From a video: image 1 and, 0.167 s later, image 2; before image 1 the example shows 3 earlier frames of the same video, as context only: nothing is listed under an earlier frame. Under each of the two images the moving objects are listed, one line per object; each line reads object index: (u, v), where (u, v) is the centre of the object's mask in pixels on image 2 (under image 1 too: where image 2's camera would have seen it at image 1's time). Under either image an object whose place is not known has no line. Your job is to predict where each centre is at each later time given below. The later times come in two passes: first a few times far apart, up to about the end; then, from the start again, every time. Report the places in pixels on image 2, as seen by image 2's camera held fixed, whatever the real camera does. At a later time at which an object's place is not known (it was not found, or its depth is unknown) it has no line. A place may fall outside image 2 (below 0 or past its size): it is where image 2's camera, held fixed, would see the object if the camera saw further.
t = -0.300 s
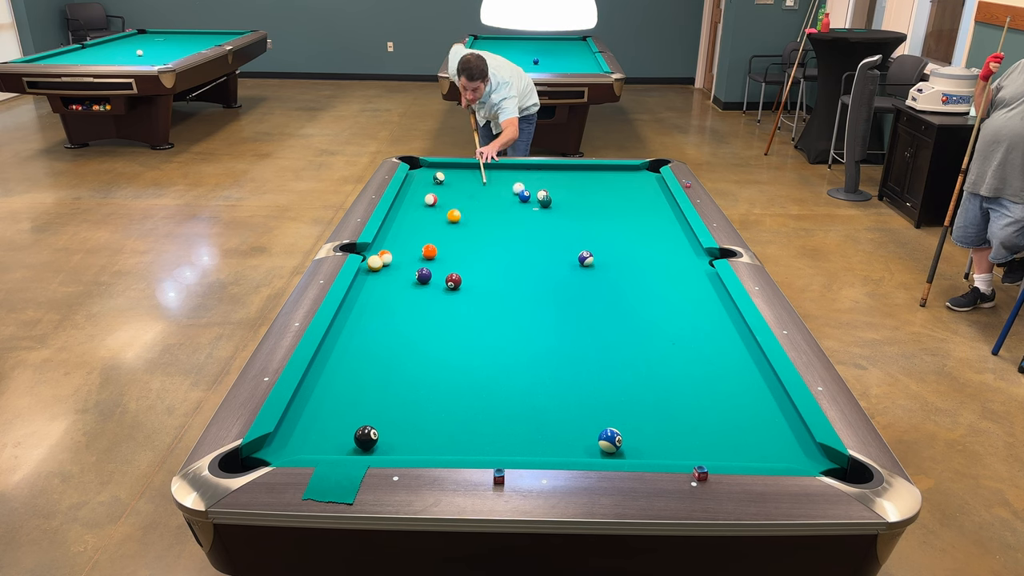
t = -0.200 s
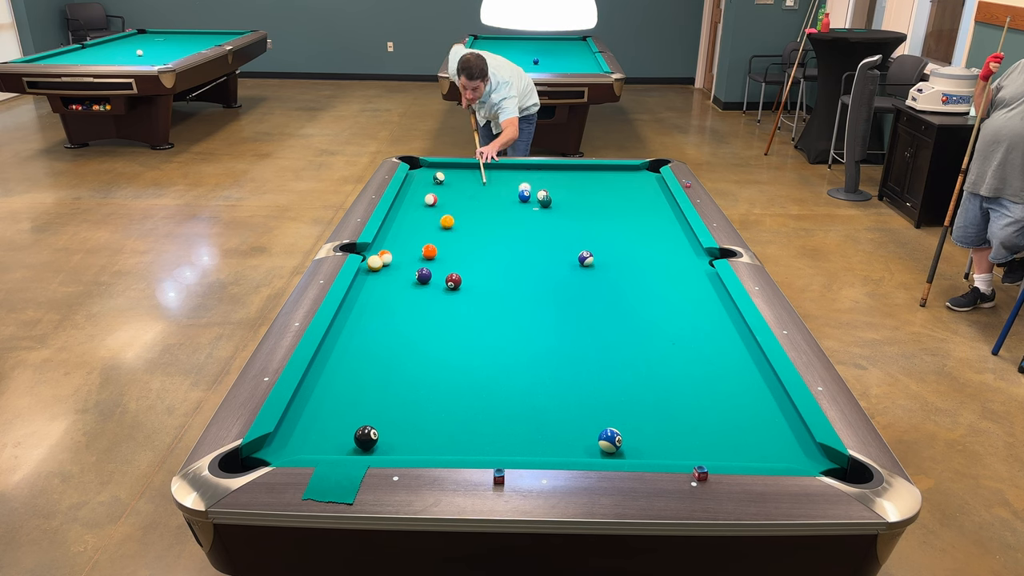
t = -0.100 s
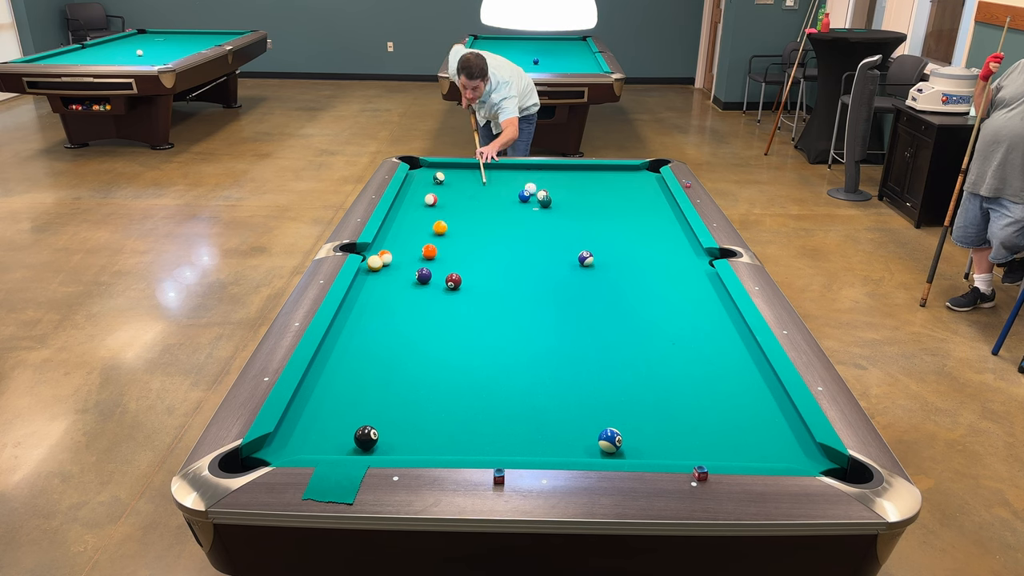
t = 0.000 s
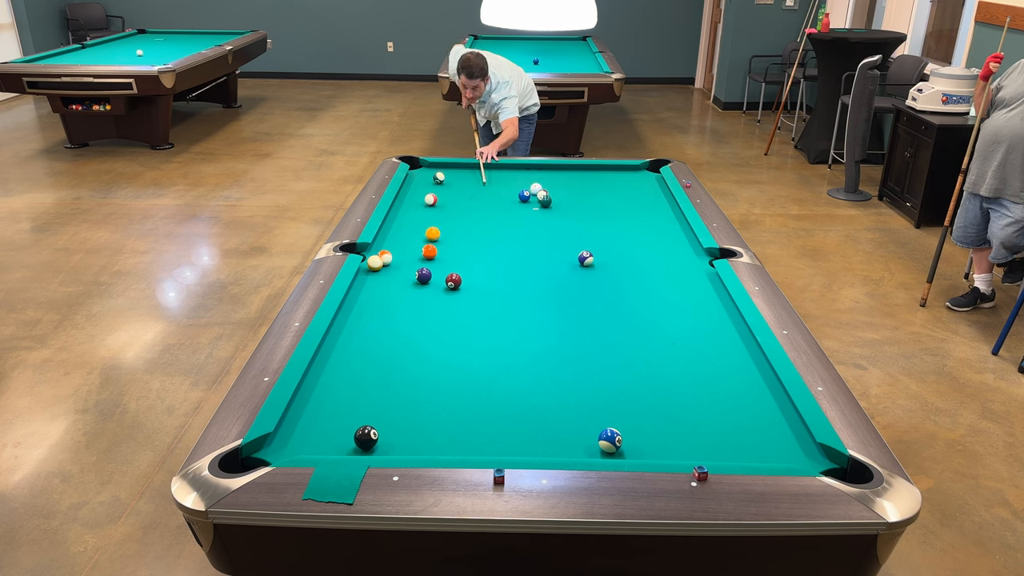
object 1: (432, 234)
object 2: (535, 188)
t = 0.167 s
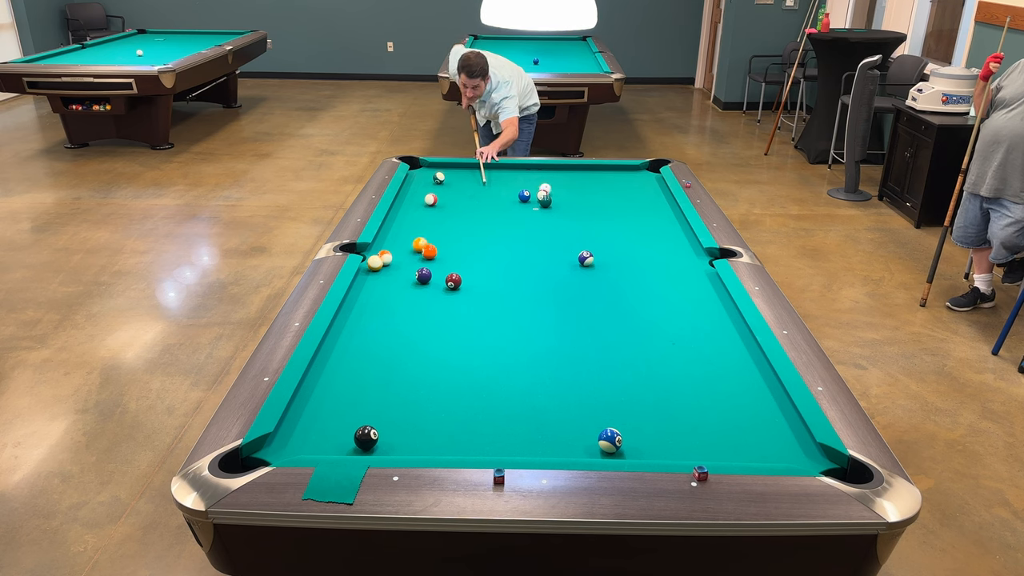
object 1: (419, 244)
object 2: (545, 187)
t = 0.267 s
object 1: (412, 252)
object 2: (550, 188)
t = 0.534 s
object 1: (389, 271)
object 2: (563, 190)
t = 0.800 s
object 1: (364, 292)
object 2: (575, 190)
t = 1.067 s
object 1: (348, 314)
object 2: (586, 190)
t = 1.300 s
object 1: (348, 332)
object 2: (595, 191)
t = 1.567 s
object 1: (347, 354)
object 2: (603, 191)
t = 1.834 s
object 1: (345, 377)
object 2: (611, 191)
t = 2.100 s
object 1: (344, 403)
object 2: (618, 191)
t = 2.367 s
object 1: (342, 430)
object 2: (623, 192)
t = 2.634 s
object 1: (337, 446)
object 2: (628, 192)
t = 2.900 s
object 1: (342, 432)
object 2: (631, 192)
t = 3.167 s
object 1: (346, 418)
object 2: (633, 193)
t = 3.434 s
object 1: (349, 405)
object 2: (634, 193)
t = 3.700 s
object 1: (353, 395)
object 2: (634, 193)
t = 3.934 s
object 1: (355, 387)
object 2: (634, 193)
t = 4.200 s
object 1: (357, 380)
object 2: (634, 193)
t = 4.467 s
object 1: (358, 374)
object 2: (634, 193)
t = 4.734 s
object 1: (359, 369)
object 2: (634, 193)
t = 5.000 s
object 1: (359, 366)
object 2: (634, 193)
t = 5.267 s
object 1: (359, 363)
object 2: (634, 193)
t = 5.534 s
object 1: (360, 362)
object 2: (634, 193)
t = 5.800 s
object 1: (360, 362)
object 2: (634, 193)
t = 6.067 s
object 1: (360, 362)
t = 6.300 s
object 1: (360, 362)
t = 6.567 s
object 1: (360, 362)
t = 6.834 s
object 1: (360, 362)
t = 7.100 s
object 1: (360, 362)
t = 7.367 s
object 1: (360, 362)
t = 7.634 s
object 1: (360, 362)
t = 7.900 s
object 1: (360, 362)
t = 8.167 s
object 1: (360, 362)
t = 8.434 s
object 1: (360, 362)
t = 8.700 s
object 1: (360, 362)
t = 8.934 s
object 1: (360, 362)
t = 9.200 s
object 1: (360, 362)
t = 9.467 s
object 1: (360, 362)
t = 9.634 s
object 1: (360, 362)
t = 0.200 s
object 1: (417, 247)
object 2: (547, 188)
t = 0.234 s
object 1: (414, 249)
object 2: (549, 188)
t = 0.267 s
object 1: (412, 252)
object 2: (550, 188)
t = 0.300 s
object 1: (409, 254)
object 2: (552, 189)
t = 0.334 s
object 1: (406, 256)
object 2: (553, 189)
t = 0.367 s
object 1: (404, 259)
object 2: (555, 189)
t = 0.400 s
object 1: (401, 261)
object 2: (557, 189)
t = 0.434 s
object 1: (398, 264)
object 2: (558, 189)
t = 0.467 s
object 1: (395, 266)
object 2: (560, 189)
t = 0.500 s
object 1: (392, 268)
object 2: (561, 190)
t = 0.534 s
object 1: (389, 271)
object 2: (563, 190)
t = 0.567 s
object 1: (386, 273)
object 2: (565, 190)
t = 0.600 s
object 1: (383, 276)
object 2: (566, 190)
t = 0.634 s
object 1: (380, 279)
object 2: (568, 190)
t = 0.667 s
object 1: (377, 281)
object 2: (569, 190)
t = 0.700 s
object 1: (374, 284)
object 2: (571, 190)
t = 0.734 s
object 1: (371, 286)
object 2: (572, 190)
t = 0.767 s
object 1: (368, 289)
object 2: (574, 190)
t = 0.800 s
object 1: (364, 292)
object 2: (575, 190)
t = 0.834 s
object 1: (361, 295)
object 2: (577, 190)
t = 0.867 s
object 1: (358, 298)
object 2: (578, 190)
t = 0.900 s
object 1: (354, 301)
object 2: (580, 190)
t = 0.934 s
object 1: (351, 303)
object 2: (581, 190)
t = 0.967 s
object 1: (348, 306)
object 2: (582, 190)
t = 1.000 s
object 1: (348, 309)
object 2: (584, 190)
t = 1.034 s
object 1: (348, 311)
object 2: (585, 190)
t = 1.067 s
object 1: (348, 314)
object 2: (586, 190)
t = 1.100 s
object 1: (348, 316)
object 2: (587, 190)
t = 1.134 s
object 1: (348, 319)
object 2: (589, 191)
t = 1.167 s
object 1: (348, 321)
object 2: (590, 191)
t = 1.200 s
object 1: (348, 324)
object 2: (591, 190)
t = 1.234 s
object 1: (348, 326)
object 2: (592, 191)
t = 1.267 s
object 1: (348, 329)
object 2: (593, 191)
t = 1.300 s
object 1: (348, 332)
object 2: (595, 191)
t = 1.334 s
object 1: (348, 334)
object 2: (596, 191)
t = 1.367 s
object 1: (347, 337)
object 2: (597, 191)
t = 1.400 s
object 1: (348, 340)
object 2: (598, 191)
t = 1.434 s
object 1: (347, 343)
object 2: (599, 191)
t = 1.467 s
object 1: (347, 346)
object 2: (600, 191)
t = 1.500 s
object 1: (347, 348)
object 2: (601, 191)
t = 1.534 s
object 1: (347, 351)
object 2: (603, 191)
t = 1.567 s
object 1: (347, 354)
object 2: (603, 191)
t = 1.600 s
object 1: (347, 357)
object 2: (605, 191)
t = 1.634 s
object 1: (346, 360)
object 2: (606, 191)
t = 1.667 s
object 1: (346, 363)
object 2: (606, 191)
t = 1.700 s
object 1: (346, 365)
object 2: (607, 191)
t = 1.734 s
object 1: (346, 369)
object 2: (608, 191)
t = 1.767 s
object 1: (346, 372)
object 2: (609, 191)
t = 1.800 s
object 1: (346, 374)
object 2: (610, 191)
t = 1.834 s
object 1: (345, 377)
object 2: (611, 191)
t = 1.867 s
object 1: (345, 381)
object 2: (612, 191)
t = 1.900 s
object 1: (345, 384)
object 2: (613, 191)
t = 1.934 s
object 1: (345, 387)
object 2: (614, 191)
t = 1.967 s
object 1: (345, 390)
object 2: (615, 191)
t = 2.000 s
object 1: (345, 393)
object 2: (615, 191)
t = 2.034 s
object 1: (344, 396)
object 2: (616, 191)
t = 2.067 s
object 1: (344, 400)
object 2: (617, 191)
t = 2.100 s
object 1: (344, 403)
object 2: (618, 191)
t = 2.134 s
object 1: (344, 406)
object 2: (618, 191)
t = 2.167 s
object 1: (344, 409)
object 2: (619, 191)
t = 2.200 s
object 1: (343, 413)
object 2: (620, 191)
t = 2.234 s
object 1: (343, 416)
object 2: (621, 191)
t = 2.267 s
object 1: (343, 419)
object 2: (621, 192)
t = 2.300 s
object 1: (343, 422)
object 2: (622, 191)
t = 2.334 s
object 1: (342, 426)
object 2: (623, 192)
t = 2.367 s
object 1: (342, 430)
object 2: (623, 192)
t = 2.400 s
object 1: (342, 433)
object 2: (624, 192)
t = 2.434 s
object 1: (341, 436)
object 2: (624, 192)
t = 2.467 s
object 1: (340, 440)
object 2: (625, 192)
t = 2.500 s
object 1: (339, 443)
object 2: (625, 192)
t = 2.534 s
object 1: (338, 445)
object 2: (626, 192)
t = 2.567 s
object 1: (337, 447)
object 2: (627, 192)
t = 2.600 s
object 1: (337, 448)
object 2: (627, 192)
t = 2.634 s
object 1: (337, 446)
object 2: (628, 192)
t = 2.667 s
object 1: (338, 445)
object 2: (628, 192)
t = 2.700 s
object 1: (338, 443)
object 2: (629, 192)
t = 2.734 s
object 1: (339, 442)
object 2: (629, 192)
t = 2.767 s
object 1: (340, 439)
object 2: (630, 192)
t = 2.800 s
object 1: (340, 438)
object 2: (630, 192)
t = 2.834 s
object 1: (341, 435)
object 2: (630, 192)
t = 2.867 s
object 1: (342, 434)
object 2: (631, 192)
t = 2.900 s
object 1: (342, 432)
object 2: (631, 192)
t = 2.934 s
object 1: (343, 430)
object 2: (631, 192)
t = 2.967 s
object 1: (343, 428)
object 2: (632, 192)
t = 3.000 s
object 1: (344, 426)
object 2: (632, 192)
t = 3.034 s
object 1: (344, 424)
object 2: (632, 192)
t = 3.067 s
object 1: (345, 423)
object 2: (633, 193)
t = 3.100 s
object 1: (345, 421)
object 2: (633, 193)
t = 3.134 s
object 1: (346, 419)
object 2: (633, 193)
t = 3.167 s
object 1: (346, 418)
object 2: (633, 193)
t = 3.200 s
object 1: (346, 416)
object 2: (633, 193)
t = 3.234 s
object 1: (347, 414)
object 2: (634, 193)
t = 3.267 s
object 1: (347, 413)
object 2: (634, 193)
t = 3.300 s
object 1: (348, 411)
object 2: (634, 193)
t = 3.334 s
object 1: (348, 410)
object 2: (634, 193)
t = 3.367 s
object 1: (348, 408)
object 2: (634, 193)
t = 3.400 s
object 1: (349, 407)
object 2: (634, 193)
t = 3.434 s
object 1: (349, 405)
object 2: (634, 193)
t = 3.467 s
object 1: (350, 404)
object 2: (634, 193)
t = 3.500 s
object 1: (350, 402)
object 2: (634, 193)
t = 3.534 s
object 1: (351, 401)
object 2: (634, 193)
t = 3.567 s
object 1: (351, 400)
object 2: (634, 193)
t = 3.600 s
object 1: (352, 399)
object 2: (634, 193)
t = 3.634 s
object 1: (352, 397)
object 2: (634, 193)
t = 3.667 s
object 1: (353, 396)
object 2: (634, 193)
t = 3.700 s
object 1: (353, 395)
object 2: (634, 193)
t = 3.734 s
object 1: (354, 394)
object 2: (634, 193)
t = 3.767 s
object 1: (354, 393)
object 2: (634, 193)
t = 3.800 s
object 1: (354, 391)
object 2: (634, 193)
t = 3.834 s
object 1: (354, 391)
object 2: (634, 193)
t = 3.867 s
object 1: (355, 389)
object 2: (634, 193)
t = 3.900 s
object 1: (355, 388)
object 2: (634, 193)
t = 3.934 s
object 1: (355, 387)
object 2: (634, 193)
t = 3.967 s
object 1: (356, 386)
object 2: (634, 193)
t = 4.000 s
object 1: (356, 385)
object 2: (634, 193)
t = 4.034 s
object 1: (356, 384)
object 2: (634, 193)
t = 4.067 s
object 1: (356, 383)
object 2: (634, 193)
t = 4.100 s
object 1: (357, 383)
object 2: (634, 193)
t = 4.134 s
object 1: (357, 382)
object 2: (634, 193)
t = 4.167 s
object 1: (357, 381)
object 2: (634, 193)
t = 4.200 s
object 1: (357, 380)
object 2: (634, 193)
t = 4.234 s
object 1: (358, 379)
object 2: (634, 193)
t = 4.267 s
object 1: (358, 378)
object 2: (634, 193)
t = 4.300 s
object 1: (358, 378)
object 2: (634, 193)
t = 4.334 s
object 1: (358, 377)
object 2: (634, 193)
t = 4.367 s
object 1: (358, 376)
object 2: (634, 193)
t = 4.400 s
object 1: (358, 375)
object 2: (634, 193)
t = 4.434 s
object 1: (358, 374)
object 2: (634, 193)
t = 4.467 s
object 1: (358, 374)
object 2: (634, 193)
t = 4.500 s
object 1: (358, 373)
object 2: (634, 193)
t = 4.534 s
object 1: (359, 373)
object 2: (634, 193)
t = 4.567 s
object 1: (359, 372)
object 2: (634, 193)
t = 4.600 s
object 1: (359, 372)
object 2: (634, 193)
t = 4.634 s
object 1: (359, 371)
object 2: (634, 193)
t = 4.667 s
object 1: (359, 370)
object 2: (634, 193)
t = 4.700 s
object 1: (359, 370)
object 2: (634, 193)
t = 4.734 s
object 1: (359, 369)
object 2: (634, 193)
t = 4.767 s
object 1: (359, 369)
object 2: (634, 193)
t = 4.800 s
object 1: (359, 368)
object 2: (634, 193)
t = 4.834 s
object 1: (359, 368)
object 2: (634, 193)
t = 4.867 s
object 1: (359, 368)
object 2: (634, 193)
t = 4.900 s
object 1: (359, 367)
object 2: (634, 193)
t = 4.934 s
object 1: (359, 366)
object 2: (634, 193)
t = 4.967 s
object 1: (359, 366)
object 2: (634, 193)
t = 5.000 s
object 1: (359, 366)
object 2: (634, 193)
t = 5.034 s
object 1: (359, 365)
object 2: (634, 193)
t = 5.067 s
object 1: (359, 365)
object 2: (634, 193)
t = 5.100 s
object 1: (359, 365)
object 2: (634, 193)
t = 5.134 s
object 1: (359, 364)
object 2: (634, 193)
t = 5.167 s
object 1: (359, 364)
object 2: (634, 193)
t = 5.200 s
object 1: (359, 364)
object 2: (634, 193)
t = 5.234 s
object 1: (359, 364)
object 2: (634, 193)
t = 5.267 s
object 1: (359, 363)
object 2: (634, 193)
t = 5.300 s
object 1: (359, 363)
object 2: (634, 193)
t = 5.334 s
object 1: (359, 363)
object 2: (634, 193)
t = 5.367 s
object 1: (359, 363)
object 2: (634, 193)
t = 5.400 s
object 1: (359, 363)
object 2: (634, 193)
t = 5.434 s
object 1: (359, 362)
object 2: (634, 193)
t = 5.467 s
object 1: (359, 362)
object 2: (634, 193)
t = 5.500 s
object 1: (359, 362)
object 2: (634, 193)
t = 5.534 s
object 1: (360, 362)
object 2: (634, 193)
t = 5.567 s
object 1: (360, 362)
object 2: (634, 193)
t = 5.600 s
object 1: (360, 362)
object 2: (634, 193)
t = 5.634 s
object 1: (360, 362)
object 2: (634, 193)
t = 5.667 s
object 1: (360, 362)
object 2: (634, 193)
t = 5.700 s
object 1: (360, 362)
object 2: (634, 193)
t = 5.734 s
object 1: (360, 362)
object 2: (634, 193)
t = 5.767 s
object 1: (360, 362)
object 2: (634, 193)
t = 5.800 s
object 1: (360, 362)
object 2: (634, 193)
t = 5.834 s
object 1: (360, 362)
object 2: (634, 193)
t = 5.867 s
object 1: (360, 362)
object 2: (634, 193)
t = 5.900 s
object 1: (360, 362)
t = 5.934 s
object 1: (360, 362)
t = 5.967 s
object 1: (360, 362)
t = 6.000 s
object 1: (360, 362)
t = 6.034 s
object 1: (360, 362)
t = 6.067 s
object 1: (360, 362)
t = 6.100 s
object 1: (360, 362)
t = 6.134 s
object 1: (360, 362)
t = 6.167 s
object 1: (360, 362)
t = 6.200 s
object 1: (360, 362)
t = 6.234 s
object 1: (360, 362)
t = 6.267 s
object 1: (360, 362)
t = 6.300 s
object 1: (360, 362)
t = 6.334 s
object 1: (360, 362)
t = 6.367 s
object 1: (360, 362)
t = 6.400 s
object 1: (360, 362)
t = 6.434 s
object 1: (360, 362)
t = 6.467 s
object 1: (360, 362)
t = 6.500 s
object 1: (360, 362)
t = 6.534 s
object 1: (360, 362)
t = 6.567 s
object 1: (360, 362)
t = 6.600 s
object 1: (360, 362)
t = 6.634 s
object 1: (360, 362)
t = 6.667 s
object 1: (360, 362)
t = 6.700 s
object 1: (360, 362)
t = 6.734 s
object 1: (360, 362)
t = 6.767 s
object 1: (360, 362)
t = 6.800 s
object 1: (360, 362)
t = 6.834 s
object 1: (360, 362)
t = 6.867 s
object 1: (360, 362)
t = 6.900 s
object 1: (360, 362)
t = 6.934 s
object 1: (360, 362)
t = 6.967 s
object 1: (360, 362)
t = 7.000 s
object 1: (360, 362)
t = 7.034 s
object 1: (360, 362)
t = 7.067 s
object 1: (360, 362)
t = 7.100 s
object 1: (360, 362)
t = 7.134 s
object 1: (360, 362)
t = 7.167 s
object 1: (360, 362)
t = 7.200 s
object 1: (360, 362)
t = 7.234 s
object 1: (360, 362)
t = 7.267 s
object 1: (360, 362)
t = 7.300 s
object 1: (360, 362)
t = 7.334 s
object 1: (360, 362)
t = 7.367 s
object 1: (360, 362)
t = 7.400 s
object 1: (360, 362)
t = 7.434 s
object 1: (360, 362)
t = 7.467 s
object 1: (360, 362)
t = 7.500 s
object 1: (360, 362)
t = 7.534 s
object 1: (360, 362)
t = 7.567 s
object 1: (360, 362)
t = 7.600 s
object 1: (360, 362)
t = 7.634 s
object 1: (360, 362)
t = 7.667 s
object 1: (360, 362)
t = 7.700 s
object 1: (360, 362)
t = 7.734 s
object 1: (360, 362)
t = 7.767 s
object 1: (360, 362)
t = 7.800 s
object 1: (360, 362)
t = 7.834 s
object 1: (360, 362)
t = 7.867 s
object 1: (360, 362)
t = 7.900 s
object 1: (360, 362)
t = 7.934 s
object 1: (360, 362)
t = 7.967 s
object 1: (360, 362)
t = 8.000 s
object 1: (360, 362)
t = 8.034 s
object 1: (360, 362)
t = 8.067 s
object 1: (360, 362)
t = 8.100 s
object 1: (360, 362)
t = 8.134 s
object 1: (360, 362)
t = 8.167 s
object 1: (360, 362)
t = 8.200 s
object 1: (360, 362)
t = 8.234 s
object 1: (360, 362)
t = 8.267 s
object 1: (360, 362)
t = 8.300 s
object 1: (360, 362)
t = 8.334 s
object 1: (360, 362)
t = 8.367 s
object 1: (360, 362)
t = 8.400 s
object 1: (360, 362)
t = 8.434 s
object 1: (360, 362)
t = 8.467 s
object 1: (360, 362)
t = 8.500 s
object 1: (360, 362)
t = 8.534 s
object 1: (360, 362)
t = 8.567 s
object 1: (360, 362)
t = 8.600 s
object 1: (360, 362)
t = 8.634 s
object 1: (360, 362)
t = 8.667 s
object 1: (360, 362)
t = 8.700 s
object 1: (360, 362)
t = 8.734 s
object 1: (360, 362)
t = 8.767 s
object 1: (360, 362)
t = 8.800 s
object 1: (360, 362)
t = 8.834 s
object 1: (360, 362)
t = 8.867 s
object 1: (360, 362)
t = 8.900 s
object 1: (360, 362)
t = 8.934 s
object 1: (360, 362)
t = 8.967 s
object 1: (360, 362)
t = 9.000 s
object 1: (360, 362)
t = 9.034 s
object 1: (360, 362)
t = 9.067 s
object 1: (360, 362)
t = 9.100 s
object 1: (360, 362)
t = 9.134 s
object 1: (360, 362)
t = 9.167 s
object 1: (360, 362)
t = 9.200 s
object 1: (360, 362)
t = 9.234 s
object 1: (360, 362)
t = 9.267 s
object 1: (360, 362)
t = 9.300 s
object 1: (360, 362)
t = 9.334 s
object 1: (360, 362)
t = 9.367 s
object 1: (360, 362)
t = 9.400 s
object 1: (360, 362)
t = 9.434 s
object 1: (360, 362)
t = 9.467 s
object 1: (360, 362)
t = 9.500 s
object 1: (360, 362)
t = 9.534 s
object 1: (360, 362)
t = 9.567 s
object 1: (360, 362)
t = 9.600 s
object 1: (360, 362)
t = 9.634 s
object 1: (360, 362)
